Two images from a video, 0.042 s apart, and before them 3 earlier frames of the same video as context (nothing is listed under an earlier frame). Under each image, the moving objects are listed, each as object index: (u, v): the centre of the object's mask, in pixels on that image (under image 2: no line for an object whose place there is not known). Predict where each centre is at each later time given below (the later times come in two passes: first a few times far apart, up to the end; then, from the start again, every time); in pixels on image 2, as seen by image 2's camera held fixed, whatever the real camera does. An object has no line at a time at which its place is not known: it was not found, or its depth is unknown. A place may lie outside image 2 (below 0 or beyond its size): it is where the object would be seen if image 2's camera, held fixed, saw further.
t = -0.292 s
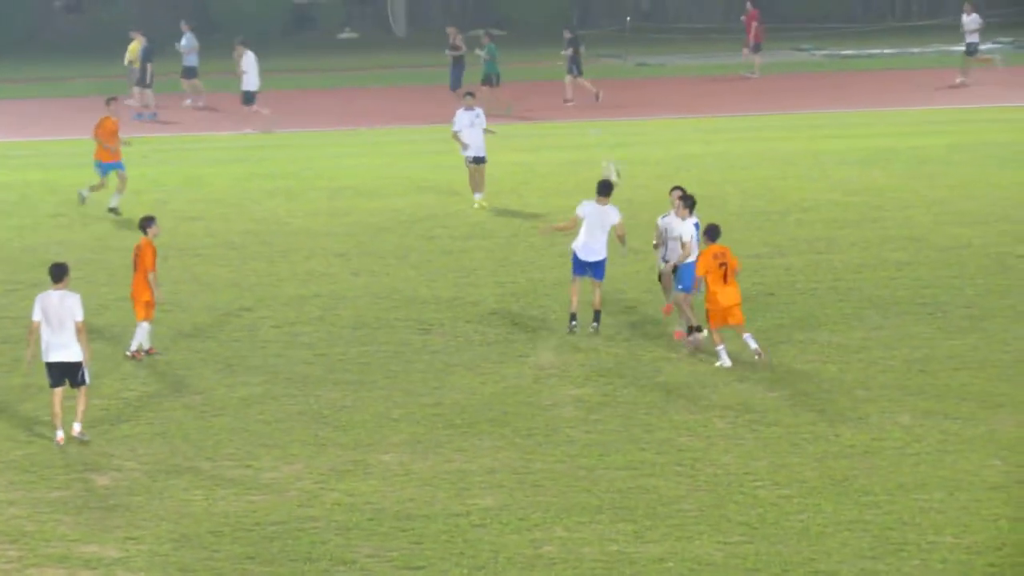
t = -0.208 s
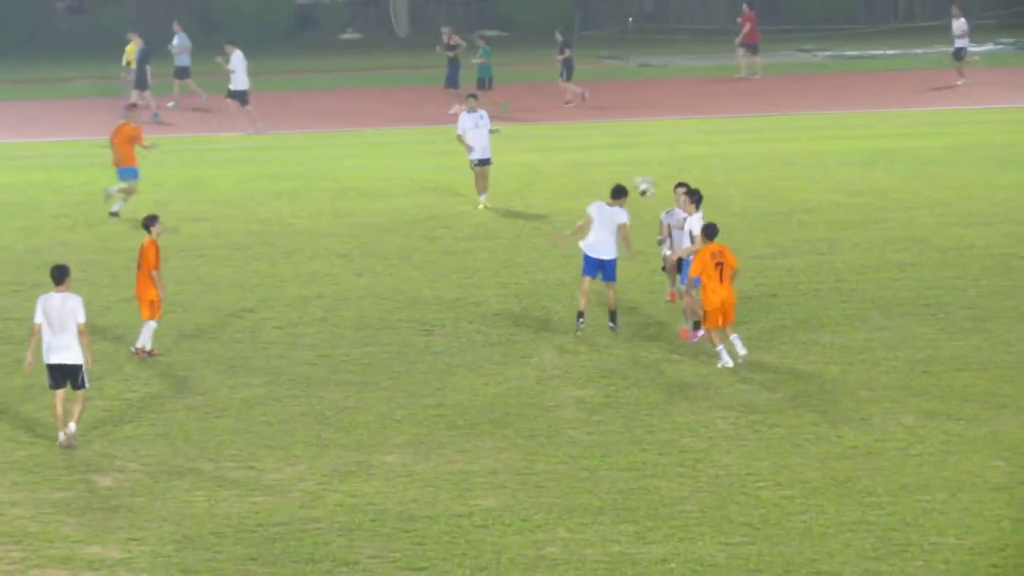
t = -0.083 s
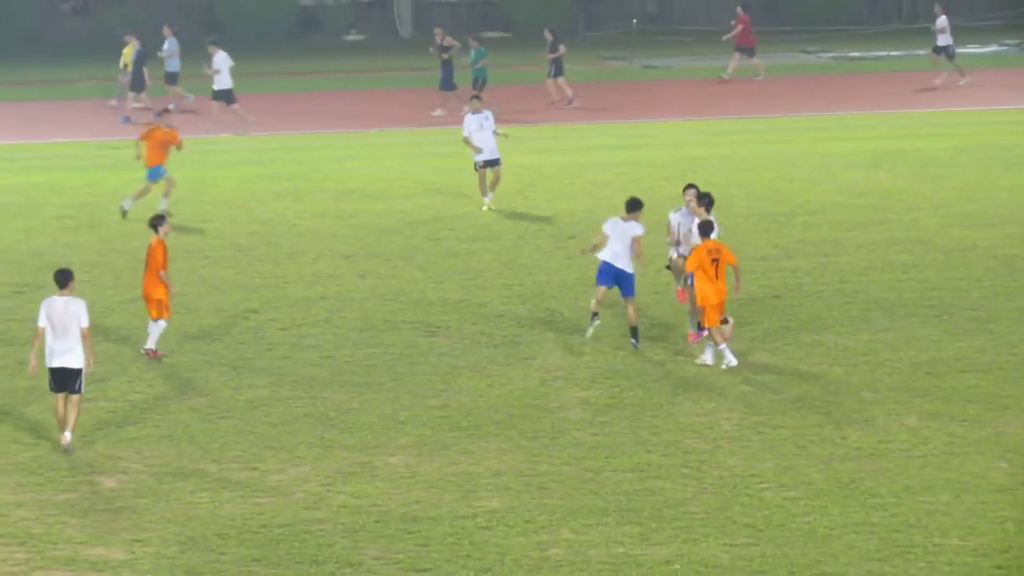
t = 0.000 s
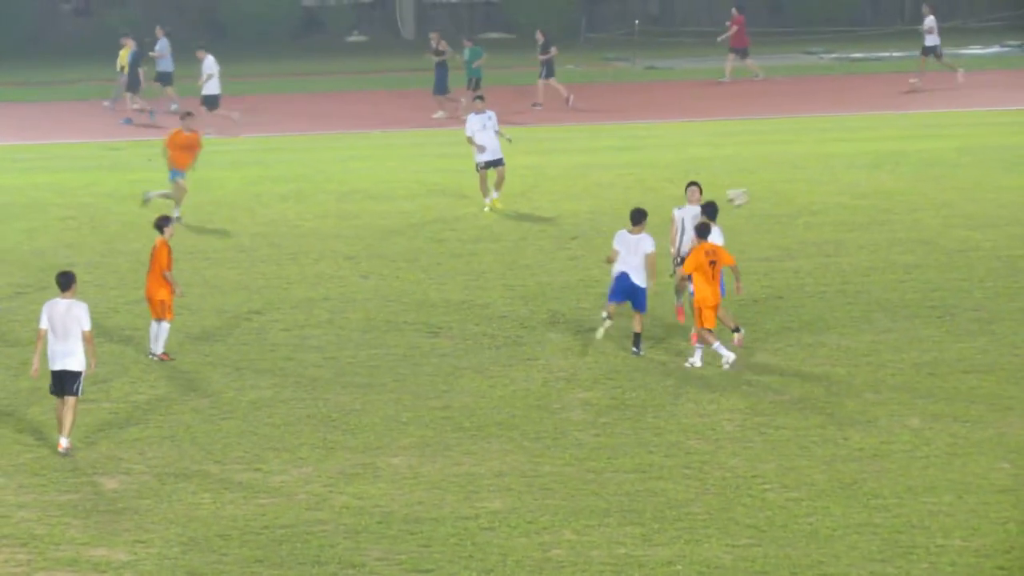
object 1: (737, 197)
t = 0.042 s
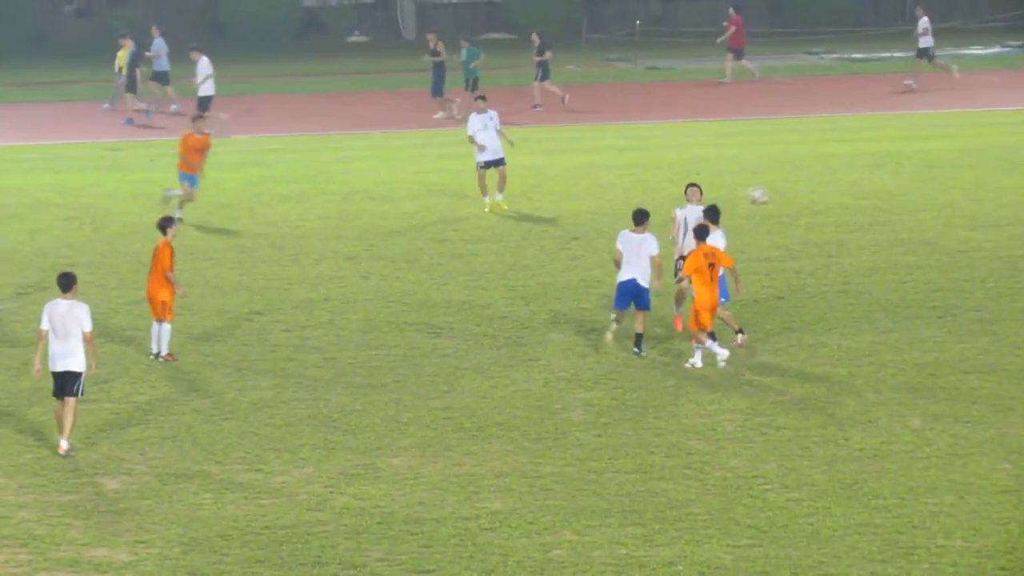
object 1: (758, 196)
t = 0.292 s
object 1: (871, 208)
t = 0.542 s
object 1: (984, 277)
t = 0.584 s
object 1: (1004, 293)
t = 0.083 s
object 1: (778, 194)
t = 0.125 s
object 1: (796, 194)
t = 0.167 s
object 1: (813, 196)
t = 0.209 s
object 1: (834, 199)
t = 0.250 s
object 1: (854, 203)
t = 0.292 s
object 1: (871, 208)
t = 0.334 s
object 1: (889, 216)
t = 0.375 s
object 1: (910, 226)
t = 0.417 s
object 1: (929, 236)
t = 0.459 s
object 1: (946, 247)
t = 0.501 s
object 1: (964, 261)
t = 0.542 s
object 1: (984, 277)
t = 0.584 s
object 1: (1004, 293)
